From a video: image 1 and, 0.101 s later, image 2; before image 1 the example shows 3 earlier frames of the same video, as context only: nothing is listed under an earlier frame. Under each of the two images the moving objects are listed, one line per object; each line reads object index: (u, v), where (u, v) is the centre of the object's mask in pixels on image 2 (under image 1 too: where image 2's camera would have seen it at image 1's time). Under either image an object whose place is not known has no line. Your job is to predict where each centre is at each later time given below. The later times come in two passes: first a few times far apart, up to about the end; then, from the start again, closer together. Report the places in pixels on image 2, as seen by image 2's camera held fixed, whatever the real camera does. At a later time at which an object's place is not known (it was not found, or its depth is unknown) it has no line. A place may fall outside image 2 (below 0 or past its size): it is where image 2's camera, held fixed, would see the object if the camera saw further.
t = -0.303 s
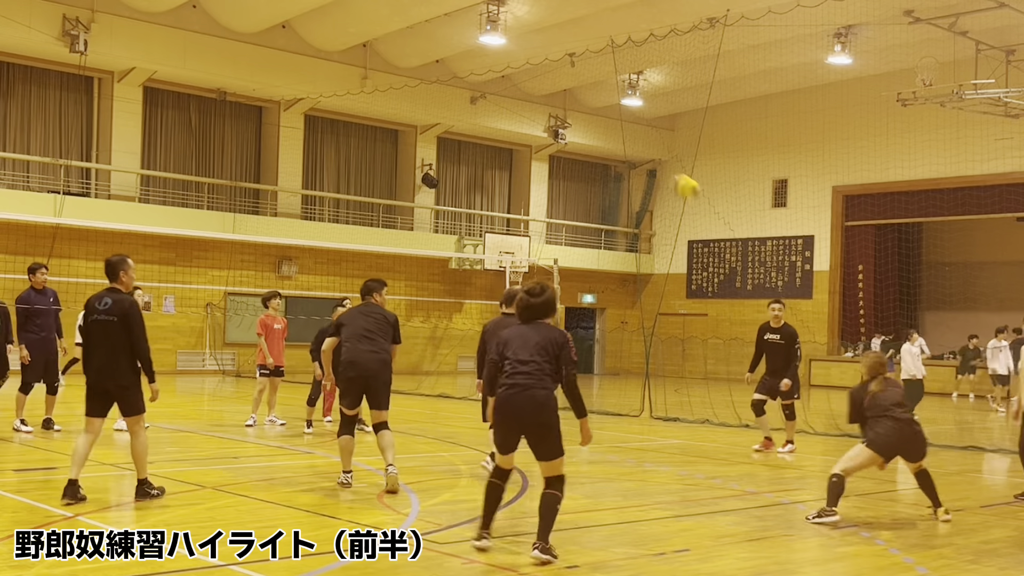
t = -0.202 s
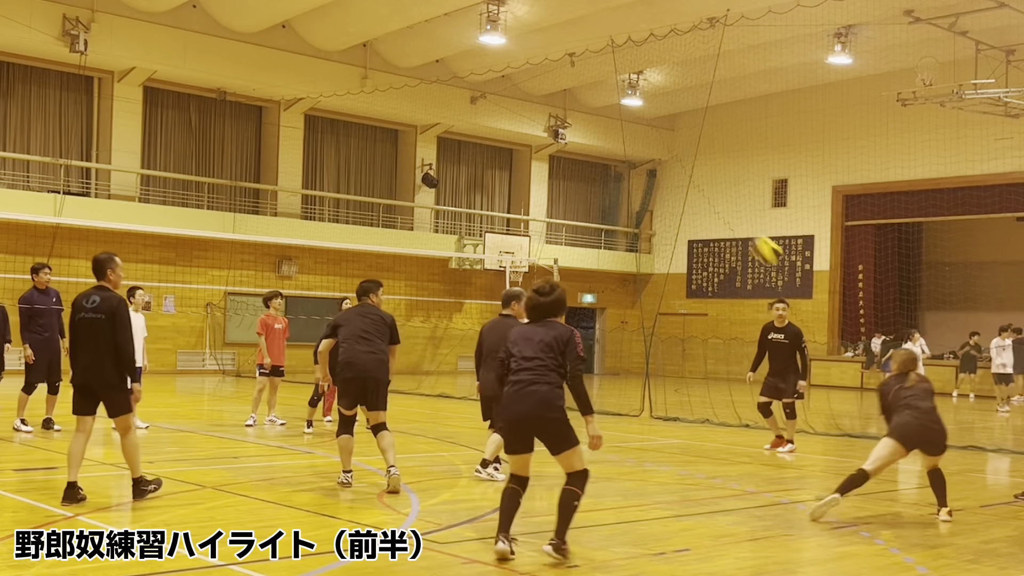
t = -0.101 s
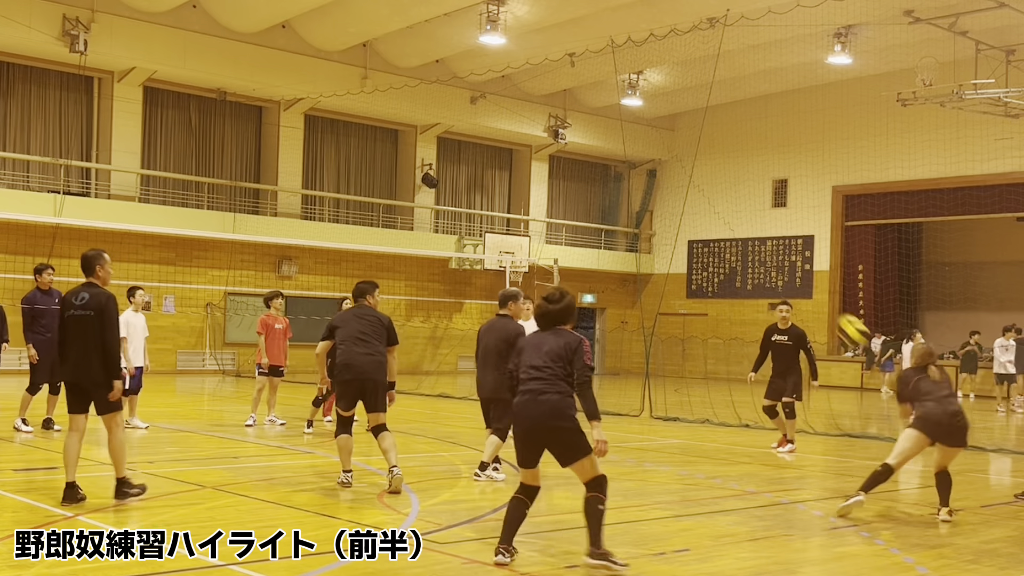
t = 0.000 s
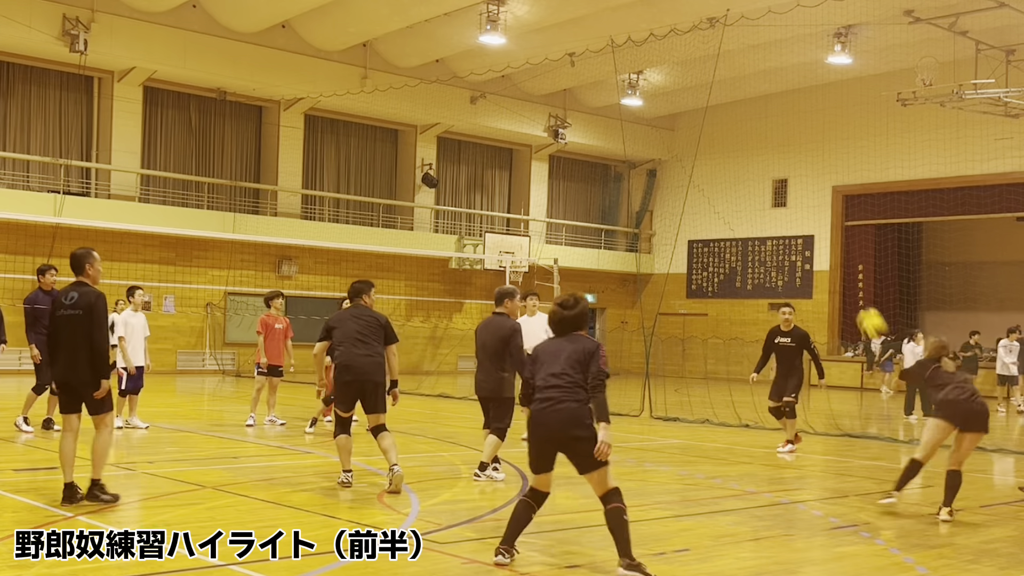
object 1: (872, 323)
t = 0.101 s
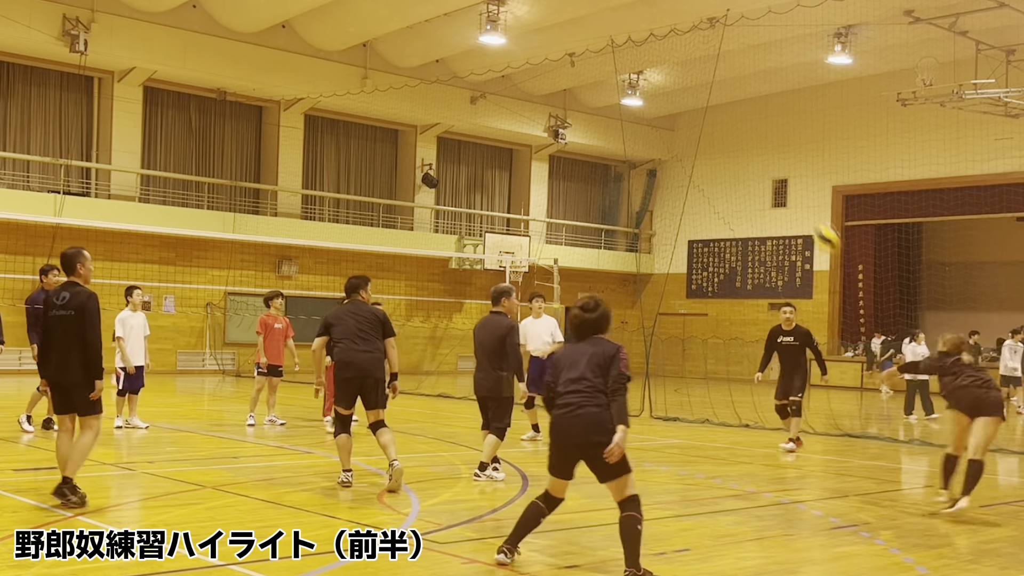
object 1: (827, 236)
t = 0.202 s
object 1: (782, 166)
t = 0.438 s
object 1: (692, 59)
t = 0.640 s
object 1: (623, 20)
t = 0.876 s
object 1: (549, 29)
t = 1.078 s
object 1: (490, 77)
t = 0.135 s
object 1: (814, 211)
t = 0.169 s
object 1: (798, 188)
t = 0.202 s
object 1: (782, 166)
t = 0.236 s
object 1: (769, 145)
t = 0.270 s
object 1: (756, 128)
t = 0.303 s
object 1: (743, 111)
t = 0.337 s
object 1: (730, 96)
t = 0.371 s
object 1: (715, 81)
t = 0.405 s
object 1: (703, 69)
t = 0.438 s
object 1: (692, 59)
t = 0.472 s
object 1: (681, 50)
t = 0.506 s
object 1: (669, 41)
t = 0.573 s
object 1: (644, 28)
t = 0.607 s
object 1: (634, 23)
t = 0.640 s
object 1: (623, 20)
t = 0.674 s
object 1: (612, 18)
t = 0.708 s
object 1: (600, 17)
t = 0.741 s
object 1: (589, 18)
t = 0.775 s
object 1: (580, 17)
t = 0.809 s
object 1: (570, 21)
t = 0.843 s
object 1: (559, 24)
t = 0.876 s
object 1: (549, 29)
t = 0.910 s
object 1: (539, 35)
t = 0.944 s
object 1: (529, 40)
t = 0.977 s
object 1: (520, 46)
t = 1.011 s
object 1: (509, 55)
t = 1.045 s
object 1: (500, 66)
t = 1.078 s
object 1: (490, 77)
